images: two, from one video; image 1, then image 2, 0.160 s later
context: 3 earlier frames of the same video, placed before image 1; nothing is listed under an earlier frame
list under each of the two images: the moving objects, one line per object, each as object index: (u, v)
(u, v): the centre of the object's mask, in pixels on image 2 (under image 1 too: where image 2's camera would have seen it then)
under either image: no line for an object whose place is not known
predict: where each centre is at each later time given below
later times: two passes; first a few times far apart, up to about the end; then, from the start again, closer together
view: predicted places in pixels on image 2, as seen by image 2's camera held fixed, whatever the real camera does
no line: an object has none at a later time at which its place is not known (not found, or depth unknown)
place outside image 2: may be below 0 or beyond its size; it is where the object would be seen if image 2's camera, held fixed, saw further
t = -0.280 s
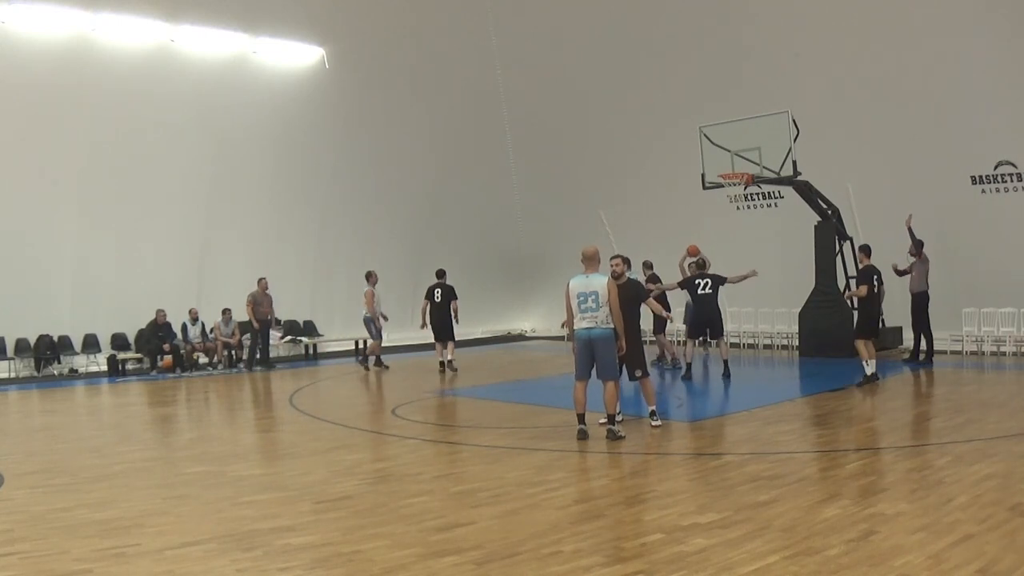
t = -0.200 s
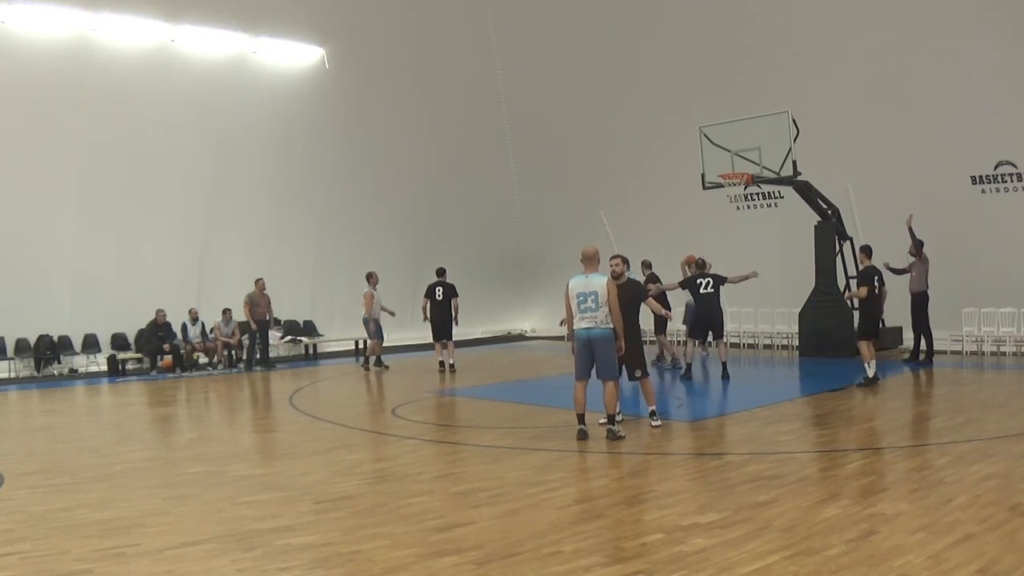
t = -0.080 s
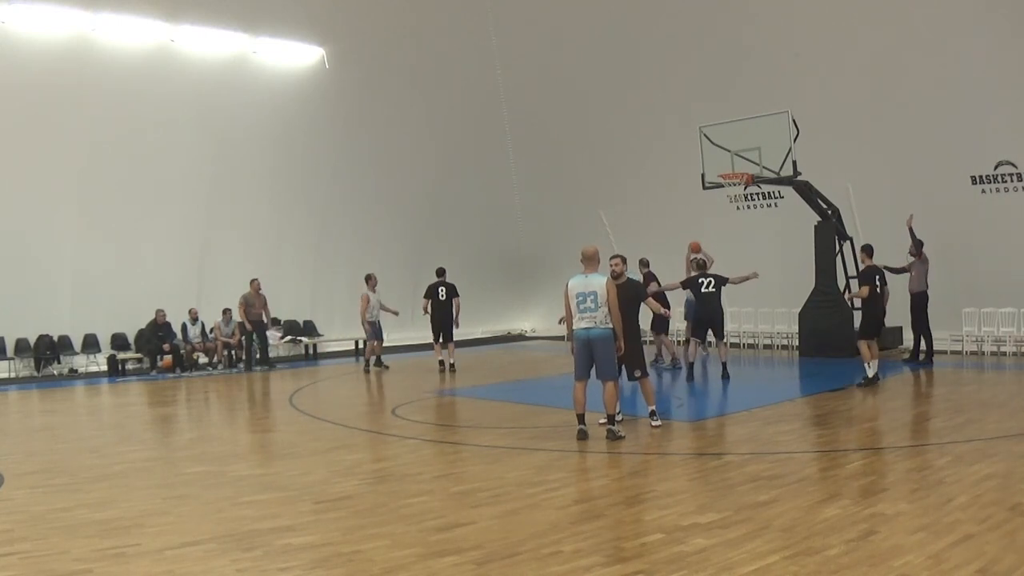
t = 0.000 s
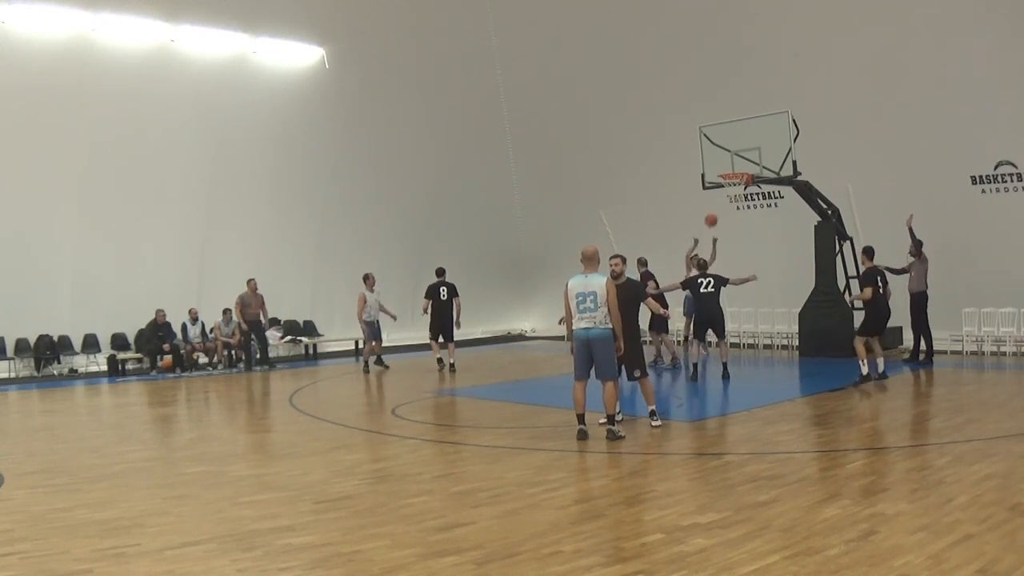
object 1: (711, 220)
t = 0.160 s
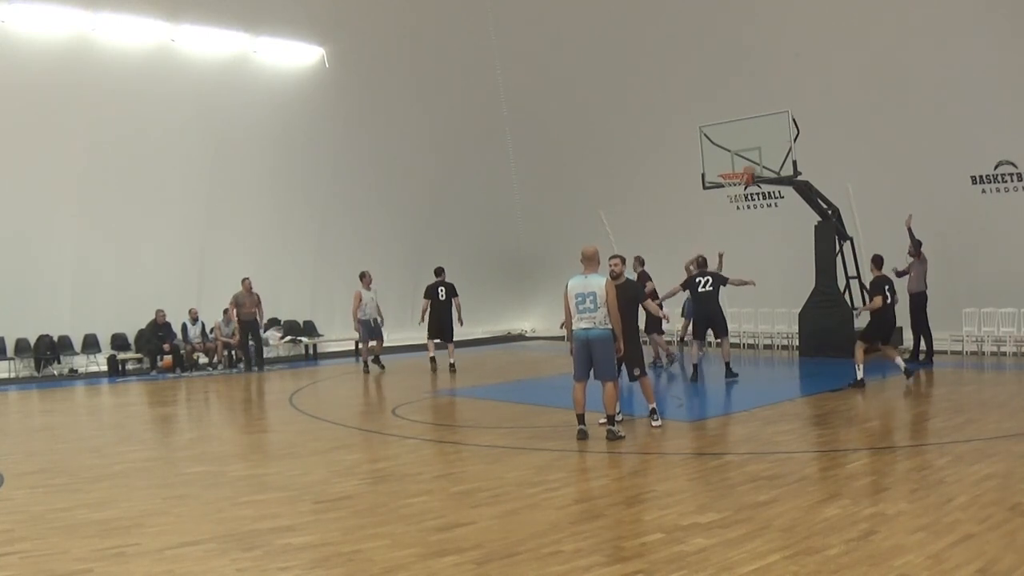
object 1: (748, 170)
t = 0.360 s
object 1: (804, 127)
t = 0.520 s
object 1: (852, 107)
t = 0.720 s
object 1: (920, 103)
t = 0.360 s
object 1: (804, 127)
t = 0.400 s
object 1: (815, 121)
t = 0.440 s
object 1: (827, 115)
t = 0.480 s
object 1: (839, 110)
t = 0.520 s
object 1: (852, 107)
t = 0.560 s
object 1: (865, 104)
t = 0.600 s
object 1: (878, 102)
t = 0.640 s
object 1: (891, 101)
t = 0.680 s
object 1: (906, 102)
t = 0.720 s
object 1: (920, 103)
